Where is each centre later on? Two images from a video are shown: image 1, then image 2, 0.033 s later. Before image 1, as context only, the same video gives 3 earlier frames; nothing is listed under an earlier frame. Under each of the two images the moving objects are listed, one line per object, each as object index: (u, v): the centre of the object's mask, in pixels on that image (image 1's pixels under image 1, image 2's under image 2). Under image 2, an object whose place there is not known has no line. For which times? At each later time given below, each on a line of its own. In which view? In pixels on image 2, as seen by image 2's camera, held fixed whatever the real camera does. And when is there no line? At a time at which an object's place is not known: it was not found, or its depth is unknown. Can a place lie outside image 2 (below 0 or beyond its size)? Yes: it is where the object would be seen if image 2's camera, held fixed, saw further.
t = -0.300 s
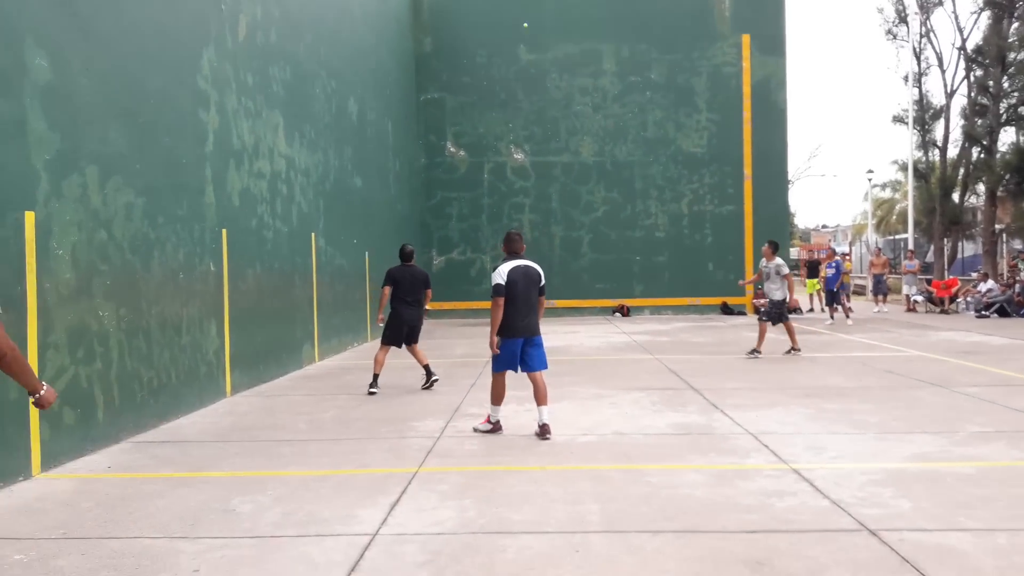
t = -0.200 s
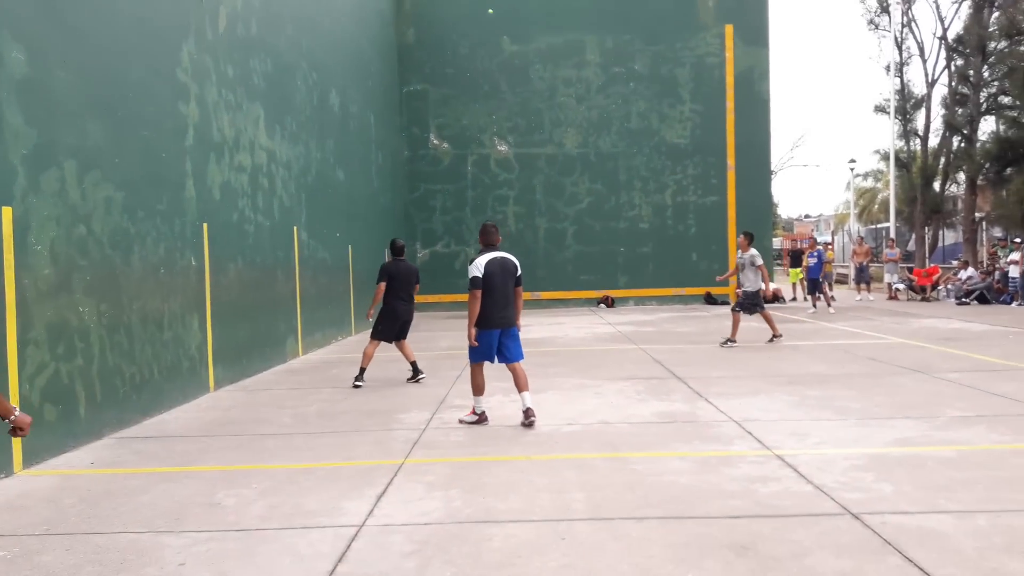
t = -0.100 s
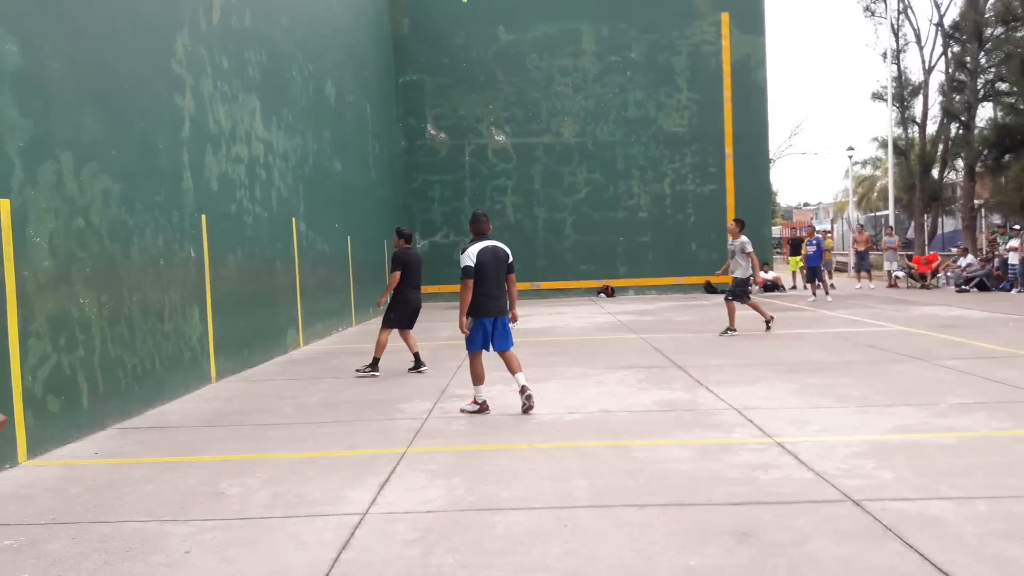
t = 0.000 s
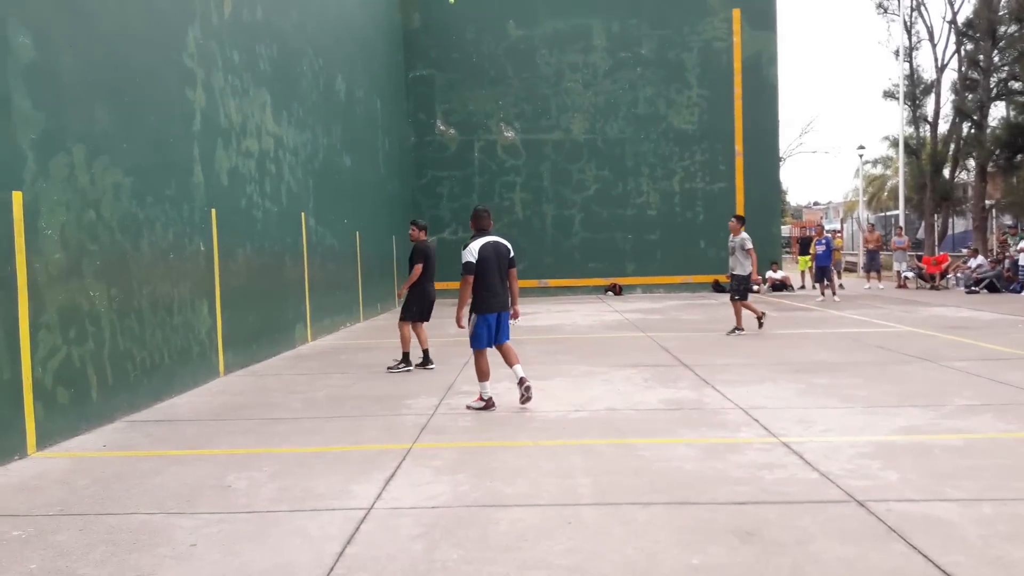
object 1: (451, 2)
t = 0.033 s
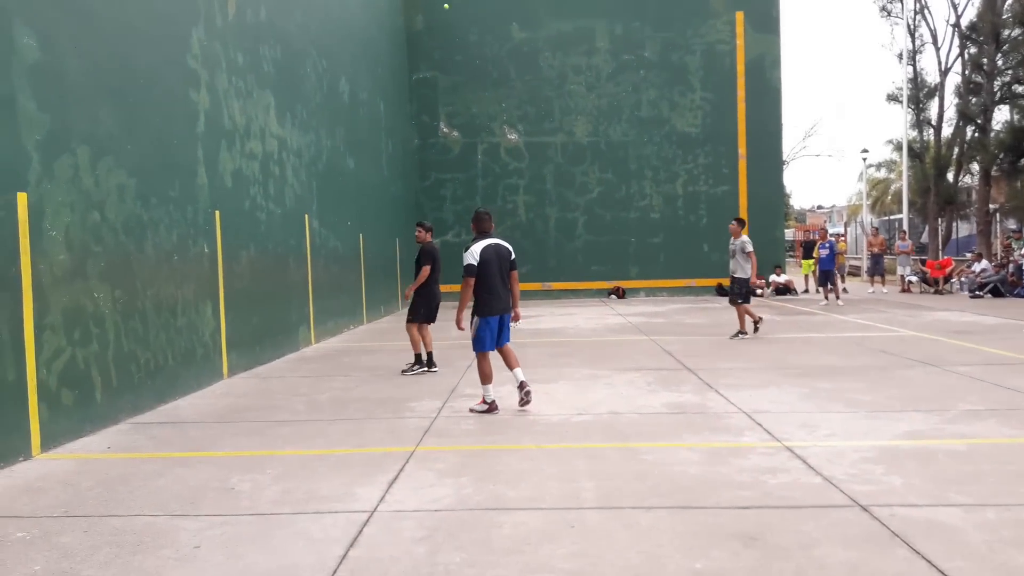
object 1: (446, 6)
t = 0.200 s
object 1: (394, 39)
